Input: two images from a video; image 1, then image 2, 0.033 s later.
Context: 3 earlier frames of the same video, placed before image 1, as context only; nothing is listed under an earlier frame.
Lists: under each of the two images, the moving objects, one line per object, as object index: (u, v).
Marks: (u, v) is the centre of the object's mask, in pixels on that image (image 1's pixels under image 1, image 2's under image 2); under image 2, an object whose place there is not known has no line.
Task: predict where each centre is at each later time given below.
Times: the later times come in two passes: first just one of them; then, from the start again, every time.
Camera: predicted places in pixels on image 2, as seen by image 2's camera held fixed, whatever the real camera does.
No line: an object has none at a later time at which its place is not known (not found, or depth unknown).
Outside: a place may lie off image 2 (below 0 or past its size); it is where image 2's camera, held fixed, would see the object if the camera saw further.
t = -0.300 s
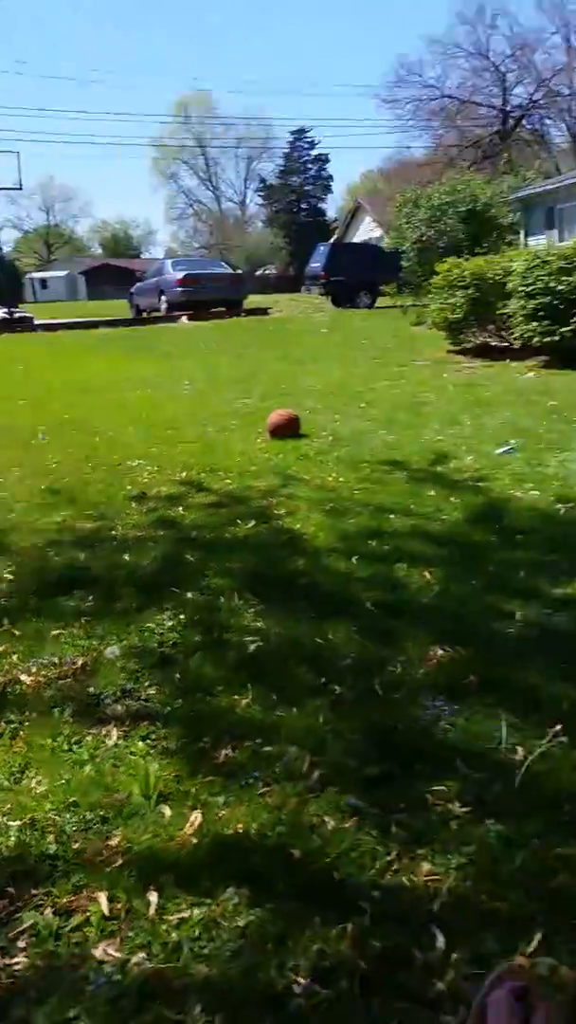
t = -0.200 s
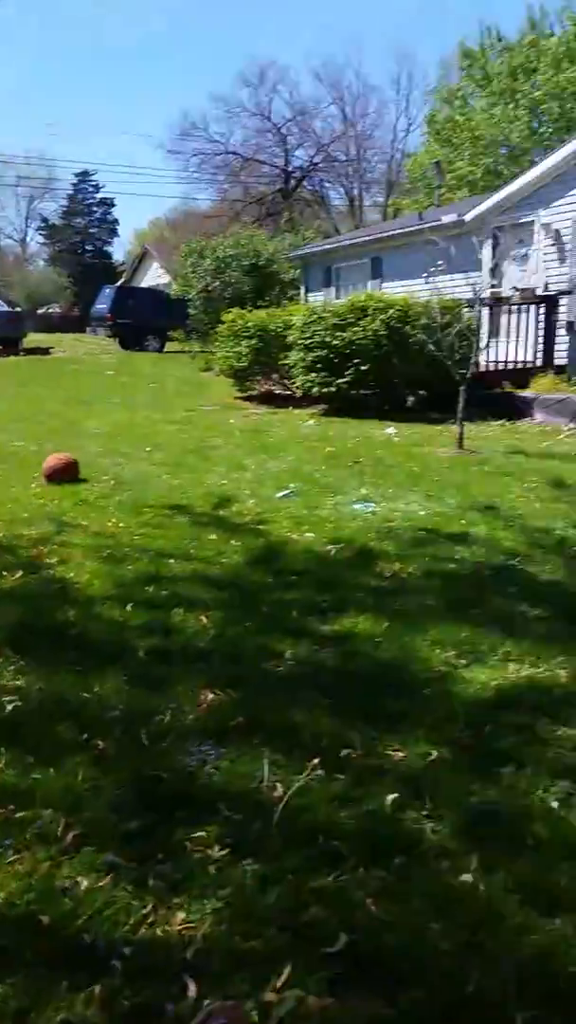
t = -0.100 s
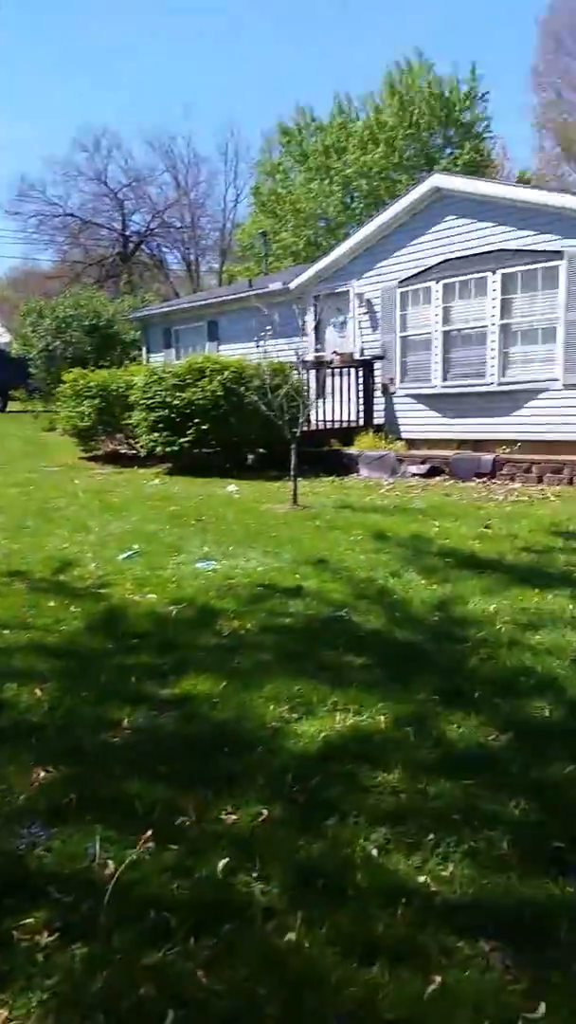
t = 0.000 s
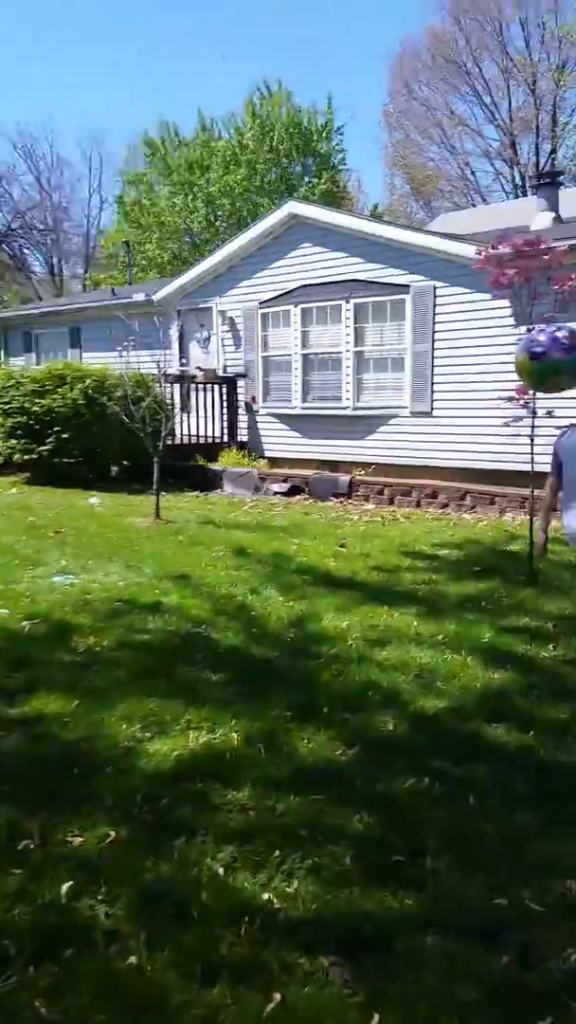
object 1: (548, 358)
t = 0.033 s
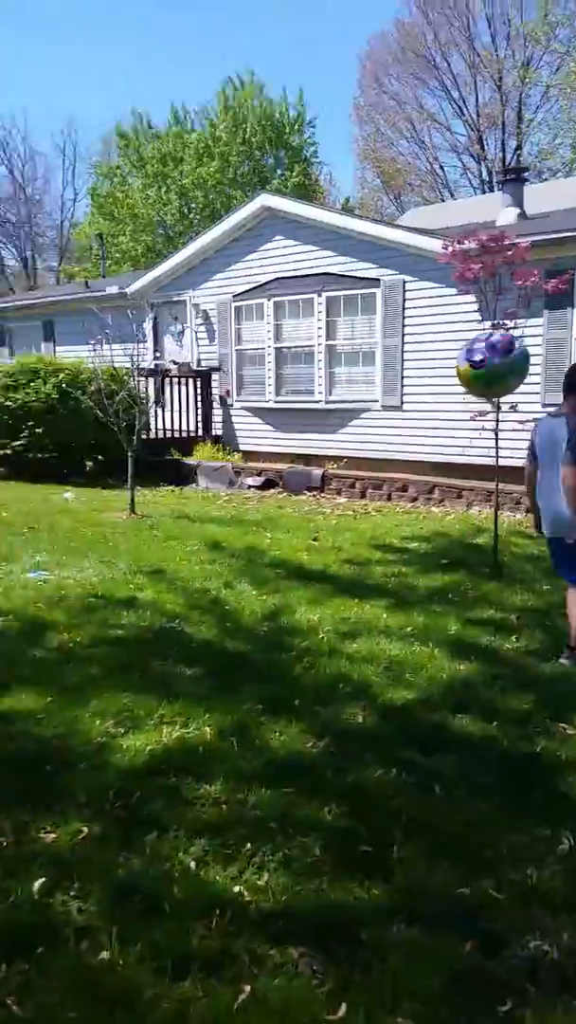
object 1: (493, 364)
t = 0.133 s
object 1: (417, 412)
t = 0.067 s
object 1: (466, 377)
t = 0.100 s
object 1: (440, 393)
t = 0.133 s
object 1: (417, 412)
